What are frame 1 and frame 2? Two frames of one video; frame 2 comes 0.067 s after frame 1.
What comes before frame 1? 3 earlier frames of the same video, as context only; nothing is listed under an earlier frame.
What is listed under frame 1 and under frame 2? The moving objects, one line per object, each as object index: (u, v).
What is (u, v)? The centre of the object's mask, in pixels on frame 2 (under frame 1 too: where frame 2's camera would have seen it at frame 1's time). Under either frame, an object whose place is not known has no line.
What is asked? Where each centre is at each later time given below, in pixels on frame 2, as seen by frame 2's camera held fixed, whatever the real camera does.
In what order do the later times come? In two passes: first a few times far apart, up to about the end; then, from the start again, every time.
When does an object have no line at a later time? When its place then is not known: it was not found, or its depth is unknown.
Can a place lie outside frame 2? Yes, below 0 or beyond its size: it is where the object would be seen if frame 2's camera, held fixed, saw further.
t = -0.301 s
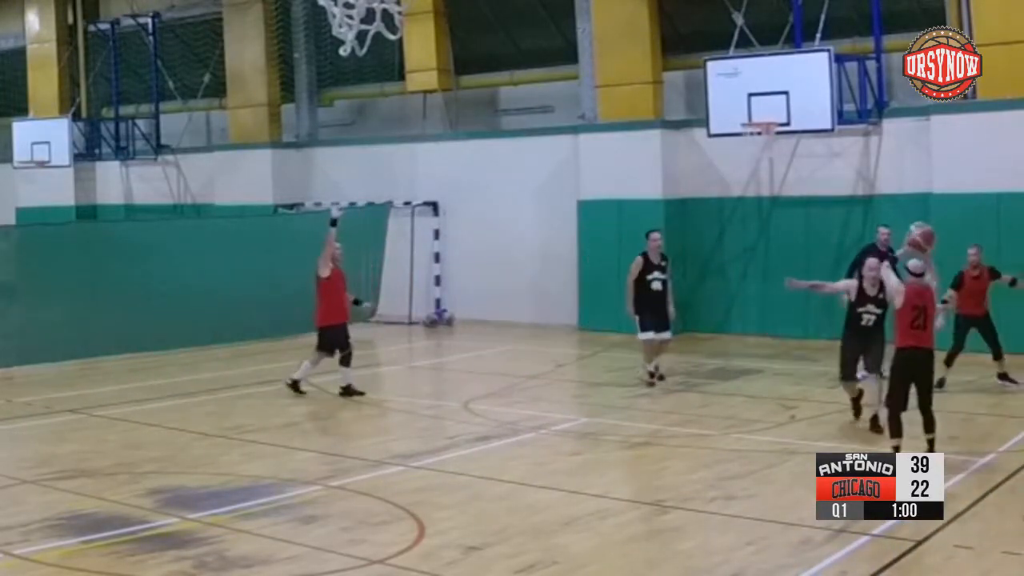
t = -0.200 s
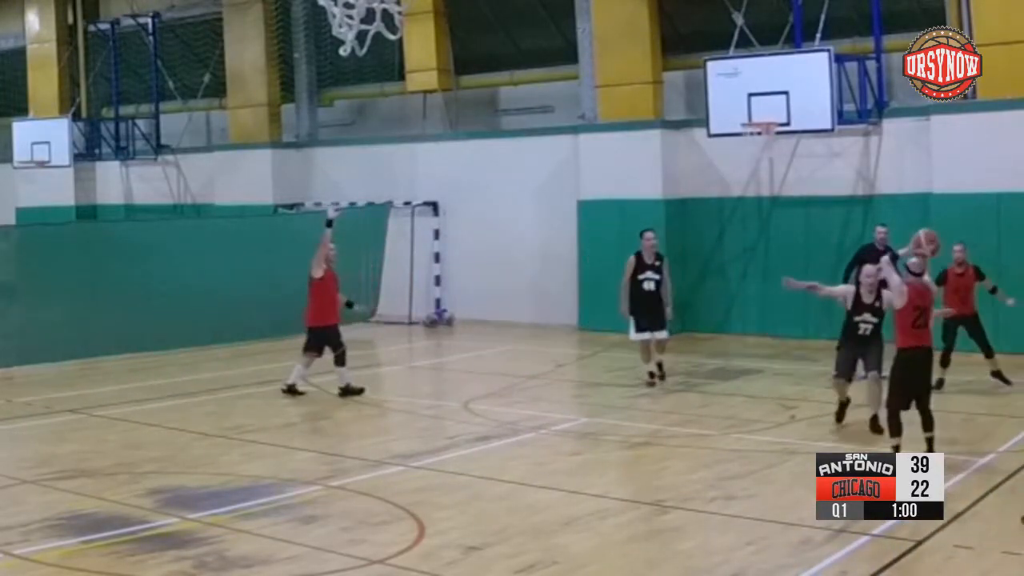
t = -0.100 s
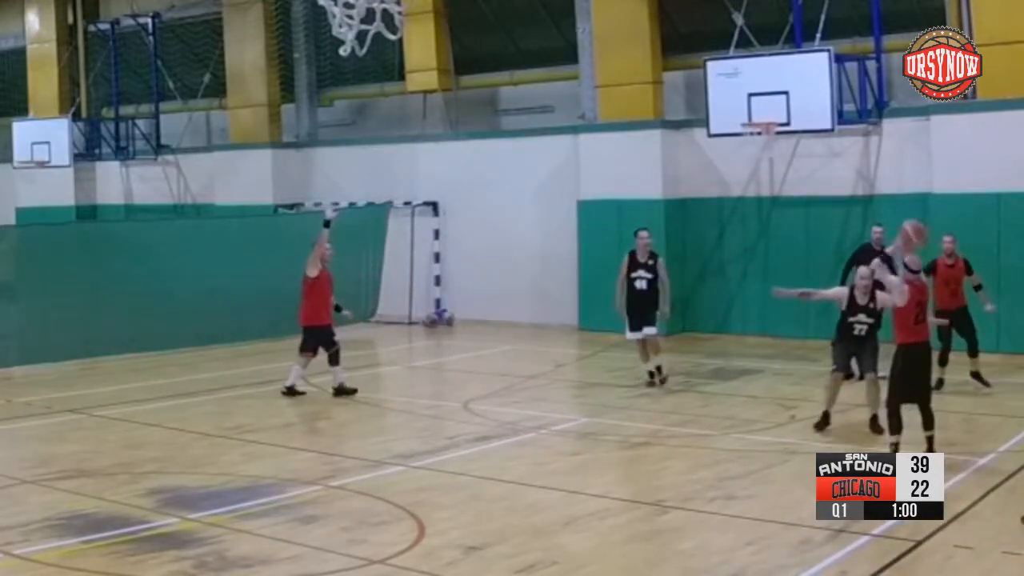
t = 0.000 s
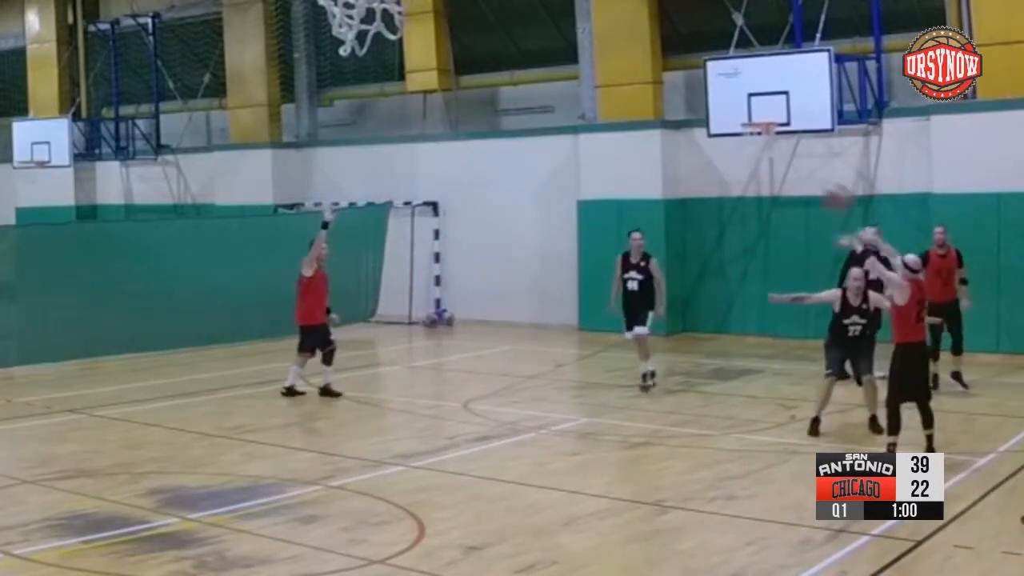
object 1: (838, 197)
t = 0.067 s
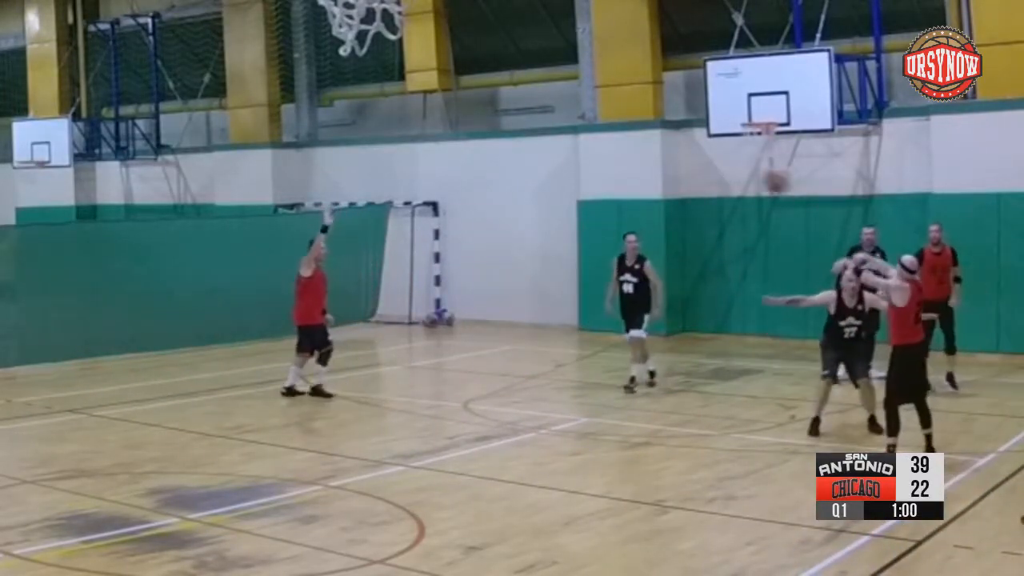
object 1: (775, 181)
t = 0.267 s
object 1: (611, 164)
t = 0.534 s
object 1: (430, 202)
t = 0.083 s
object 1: (761, 178)
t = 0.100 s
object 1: (745, 175)
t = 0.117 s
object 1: (731, 172)
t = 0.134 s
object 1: (715, 170)
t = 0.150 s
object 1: (703, 168)
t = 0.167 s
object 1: (689, 167)
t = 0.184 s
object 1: (676, 166)
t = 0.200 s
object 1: (661, 165)
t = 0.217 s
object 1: (648, 165)
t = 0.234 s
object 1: (637, 164)
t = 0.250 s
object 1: (624, 164)
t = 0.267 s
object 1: (611, 164)
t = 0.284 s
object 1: (598, 165)
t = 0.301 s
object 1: (585, 166)
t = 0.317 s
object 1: (574, 167)
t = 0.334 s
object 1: (561, 168)
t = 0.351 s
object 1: (549, 170)
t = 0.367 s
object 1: (537, 172)
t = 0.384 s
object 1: (525, 173)
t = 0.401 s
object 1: (515, 176)
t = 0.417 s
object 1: (504, 178)
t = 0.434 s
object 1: (492, 181)
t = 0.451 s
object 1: (482, 184)
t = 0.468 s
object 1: (471, 187)
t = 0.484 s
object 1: (459, 190)
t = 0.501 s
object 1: (449, 194)
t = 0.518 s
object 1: (440, 197)
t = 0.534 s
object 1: (430, 202)
